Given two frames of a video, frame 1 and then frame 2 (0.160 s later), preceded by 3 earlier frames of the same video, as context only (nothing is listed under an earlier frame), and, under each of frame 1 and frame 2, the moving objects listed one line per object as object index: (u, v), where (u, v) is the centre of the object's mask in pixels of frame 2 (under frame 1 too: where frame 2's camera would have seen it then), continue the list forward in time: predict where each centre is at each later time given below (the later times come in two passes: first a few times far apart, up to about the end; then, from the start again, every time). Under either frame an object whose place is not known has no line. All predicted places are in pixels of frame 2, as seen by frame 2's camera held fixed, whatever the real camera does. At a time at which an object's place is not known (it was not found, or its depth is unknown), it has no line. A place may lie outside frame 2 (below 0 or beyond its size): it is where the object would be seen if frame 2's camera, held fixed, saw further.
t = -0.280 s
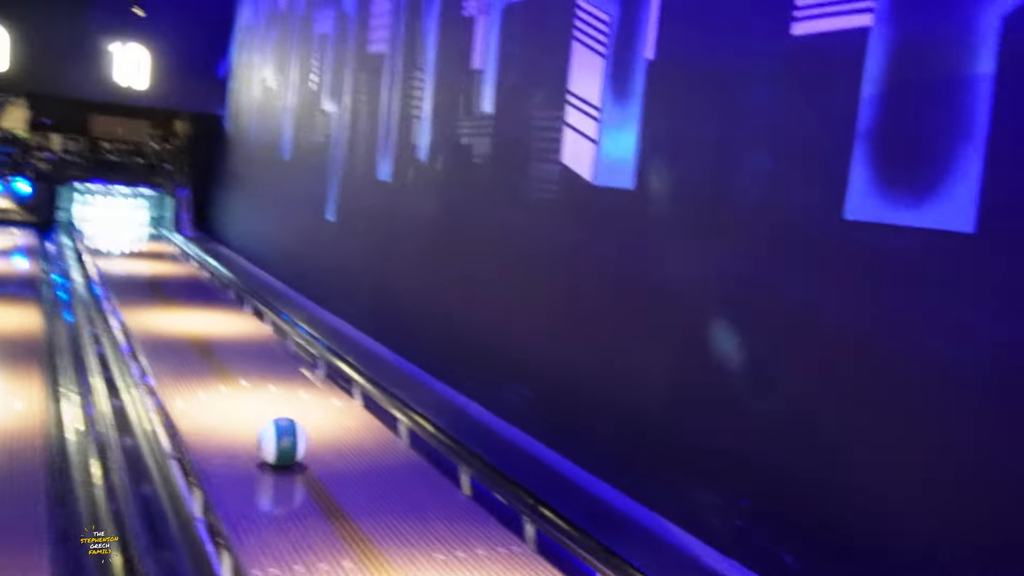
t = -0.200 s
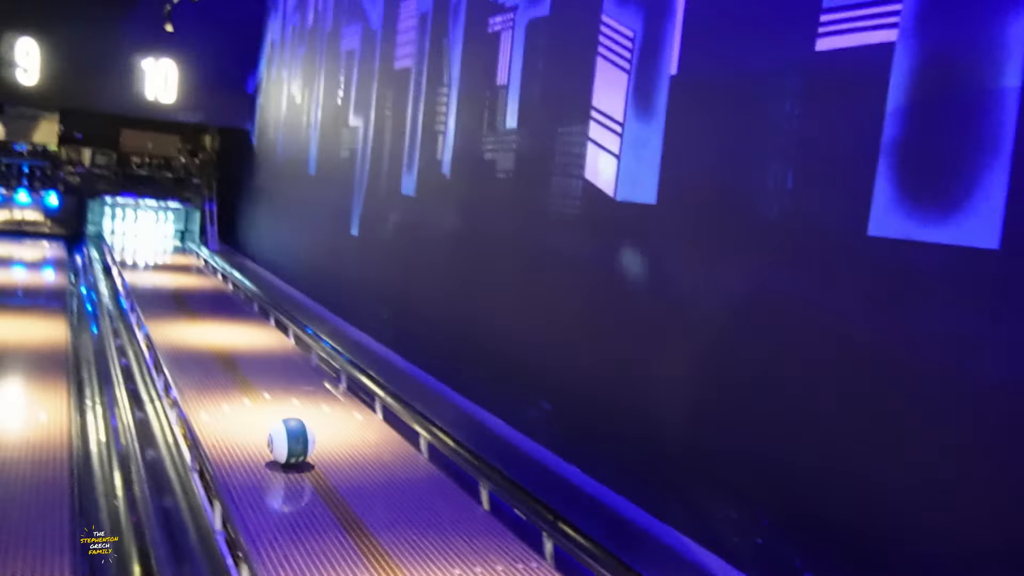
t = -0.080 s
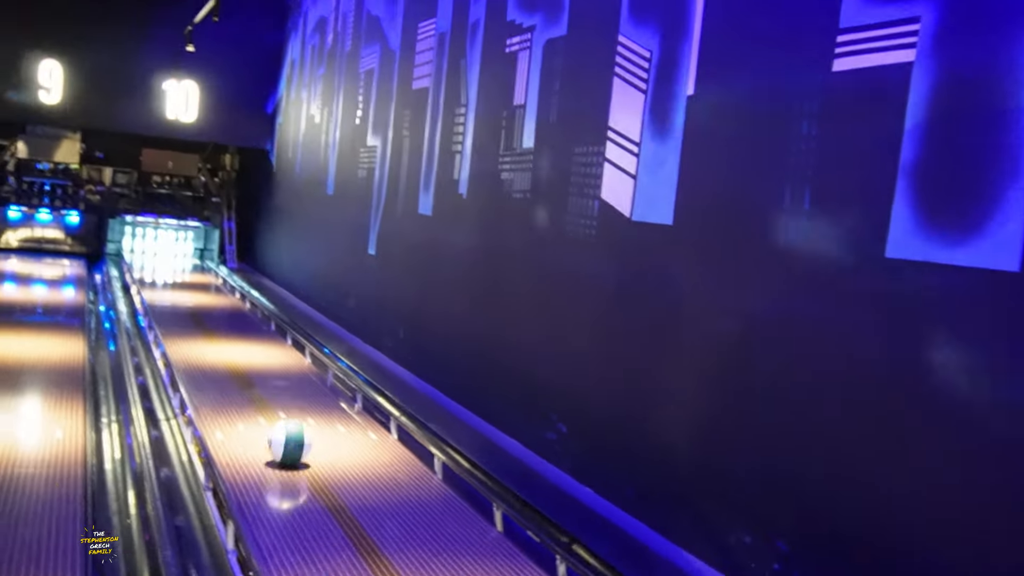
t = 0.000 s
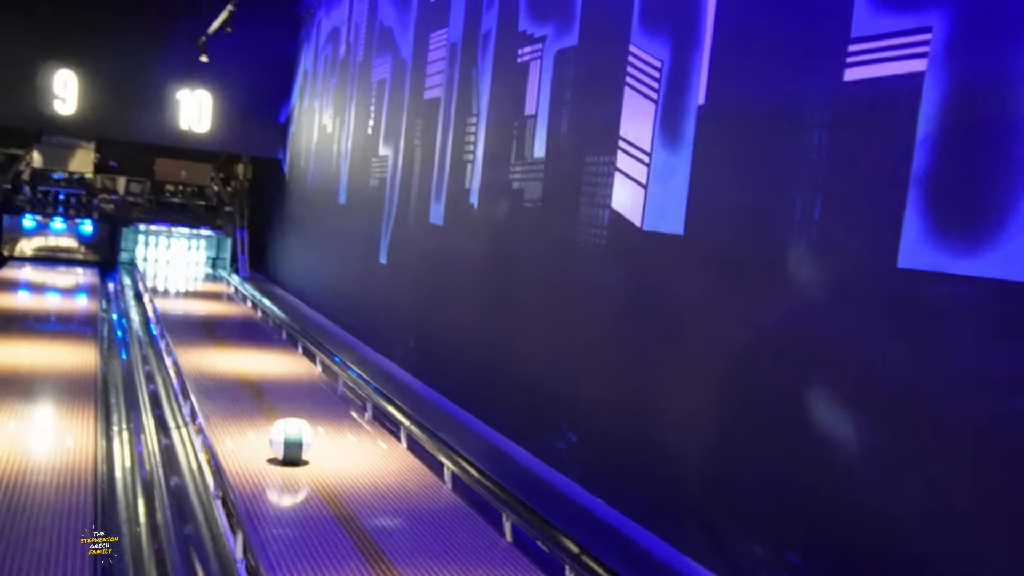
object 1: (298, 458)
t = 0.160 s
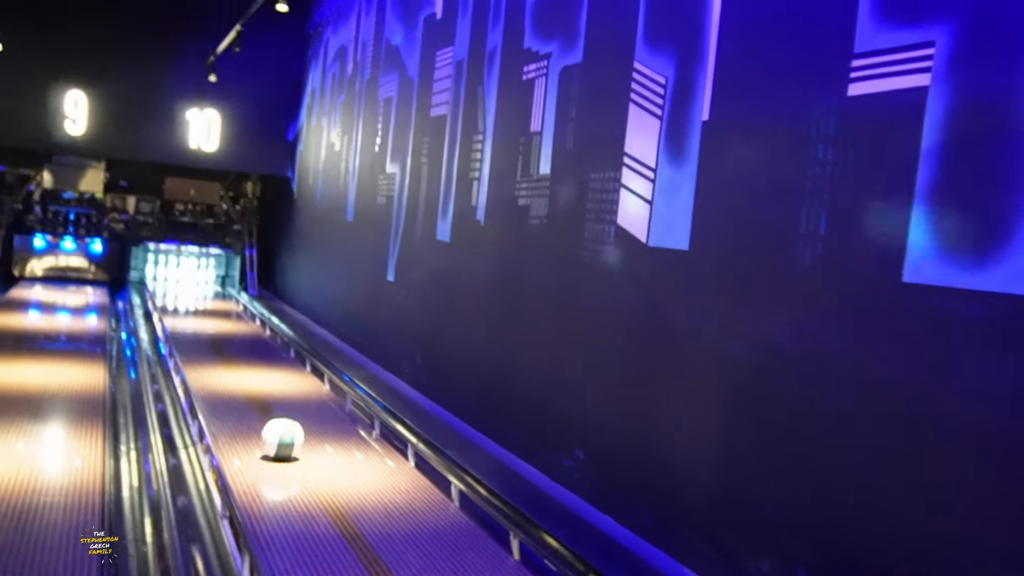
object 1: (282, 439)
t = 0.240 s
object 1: (276, 431)
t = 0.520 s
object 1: (255, 406)
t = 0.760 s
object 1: (241, 387)
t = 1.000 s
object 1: (231, 371)
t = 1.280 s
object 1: (221, 356)
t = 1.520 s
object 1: (215, 346)
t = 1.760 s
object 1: (210, 338)
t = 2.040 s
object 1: (205, 327)
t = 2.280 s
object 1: (203, 319)
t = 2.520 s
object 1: (201, 312)
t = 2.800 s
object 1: (201, 307)
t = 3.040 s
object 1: (198, 302)
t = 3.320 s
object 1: (196, 299)
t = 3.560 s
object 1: (197, 294)
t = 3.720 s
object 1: (196, 290)
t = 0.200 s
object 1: (279, 435)
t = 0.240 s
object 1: (276, 431)
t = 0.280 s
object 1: (272, 427)
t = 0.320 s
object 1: (269, 422)
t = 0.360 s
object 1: (267, 419)
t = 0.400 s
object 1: (264, 415)
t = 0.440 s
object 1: (261, 412)
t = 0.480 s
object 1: (258, 409)
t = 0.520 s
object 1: (255, 406)
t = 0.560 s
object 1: (253, 402)
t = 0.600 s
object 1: (250, 399)
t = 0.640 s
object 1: (248, 396)
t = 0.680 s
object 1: (245, 393)
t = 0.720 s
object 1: (243, 390)
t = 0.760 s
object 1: (241, 387)
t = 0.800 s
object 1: (239, 385)
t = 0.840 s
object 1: (237, 382)
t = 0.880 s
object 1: (236, 379)
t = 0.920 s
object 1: (234, 376)
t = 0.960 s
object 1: (232, 373)
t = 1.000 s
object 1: (231, 371)
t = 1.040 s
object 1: (229, 368)
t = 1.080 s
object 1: (228, 366)
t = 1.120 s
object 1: (226, 364)
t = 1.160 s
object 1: (225, 362)
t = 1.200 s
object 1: (224, 360)
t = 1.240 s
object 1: (222, 359)
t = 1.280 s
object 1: (221, 356)
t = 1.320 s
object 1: (220, 355)
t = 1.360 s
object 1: (219, 353)
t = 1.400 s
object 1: (218, 351)
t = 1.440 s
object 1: (217, 350)
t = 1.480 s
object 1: (216, 348)
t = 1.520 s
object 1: (215, 346)
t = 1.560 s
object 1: (213, 344)
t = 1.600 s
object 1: (213, 343)
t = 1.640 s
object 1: (212, 342)
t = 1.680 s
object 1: (211, 341)
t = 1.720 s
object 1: (211, 339)
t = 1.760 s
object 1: (210, 338)
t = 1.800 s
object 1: (209, 336)
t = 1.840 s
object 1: (208, 335)
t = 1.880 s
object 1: (208, 333)
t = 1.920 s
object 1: (207, 332)
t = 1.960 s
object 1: (206, 330)
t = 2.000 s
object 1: (206, 329)
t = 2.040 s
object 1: (205, 327)
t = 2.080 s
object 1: (204, 326)
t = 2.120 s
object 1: (204, 324)
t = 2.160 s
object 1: (204, 323)
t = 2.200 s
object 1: (204, 321)
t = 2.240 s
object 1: (203, 320)
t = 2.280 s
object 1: (203, 319)
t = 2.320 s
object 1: (202, 318)
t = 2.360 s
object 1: (202, 316)
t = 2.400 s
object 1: (202, 315)
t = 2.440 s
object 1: (201, 313)
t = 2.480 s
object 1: (201, 313)
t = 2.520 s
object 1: (201, 312)
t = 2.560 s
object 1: (201, 311)
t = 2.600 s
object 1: (201, 310)
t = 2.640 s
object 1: (201, 309)
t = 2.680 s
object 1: (200, 309)
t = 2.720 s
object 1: (200, 308)
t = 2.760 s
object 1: (200, 307)
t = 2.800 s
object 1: (201, 307)
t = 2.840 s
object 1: (201, 306)
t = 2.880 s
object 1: (201, 305)
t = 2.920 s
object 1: (199, 305)
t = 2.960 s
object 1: (199, 304)
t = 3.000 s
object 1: (198, 303)
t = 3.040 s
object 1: (198, 302)
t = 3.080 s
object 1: (198, 301)
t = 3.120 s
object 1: (198, 300)
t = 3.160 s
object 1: (197, 300)
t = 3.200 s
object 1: (197, 301)
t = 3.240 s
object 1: (196, 301)
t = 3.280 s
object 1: (197, 300)
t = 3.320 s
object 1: (196, 299)
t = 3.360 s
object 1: (196, 298)
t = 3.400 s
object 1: (195, 298)
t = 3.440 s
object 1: (195, 298)
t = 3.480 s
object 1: (195, 297)
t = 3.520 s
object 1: (197, 295)
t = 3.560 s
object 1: (197, 294)
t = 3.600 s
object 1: (197, 292)
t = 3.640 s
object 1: (196, 292)
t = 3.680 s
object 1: (196, 291)
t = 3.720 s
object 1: (196, 290)
